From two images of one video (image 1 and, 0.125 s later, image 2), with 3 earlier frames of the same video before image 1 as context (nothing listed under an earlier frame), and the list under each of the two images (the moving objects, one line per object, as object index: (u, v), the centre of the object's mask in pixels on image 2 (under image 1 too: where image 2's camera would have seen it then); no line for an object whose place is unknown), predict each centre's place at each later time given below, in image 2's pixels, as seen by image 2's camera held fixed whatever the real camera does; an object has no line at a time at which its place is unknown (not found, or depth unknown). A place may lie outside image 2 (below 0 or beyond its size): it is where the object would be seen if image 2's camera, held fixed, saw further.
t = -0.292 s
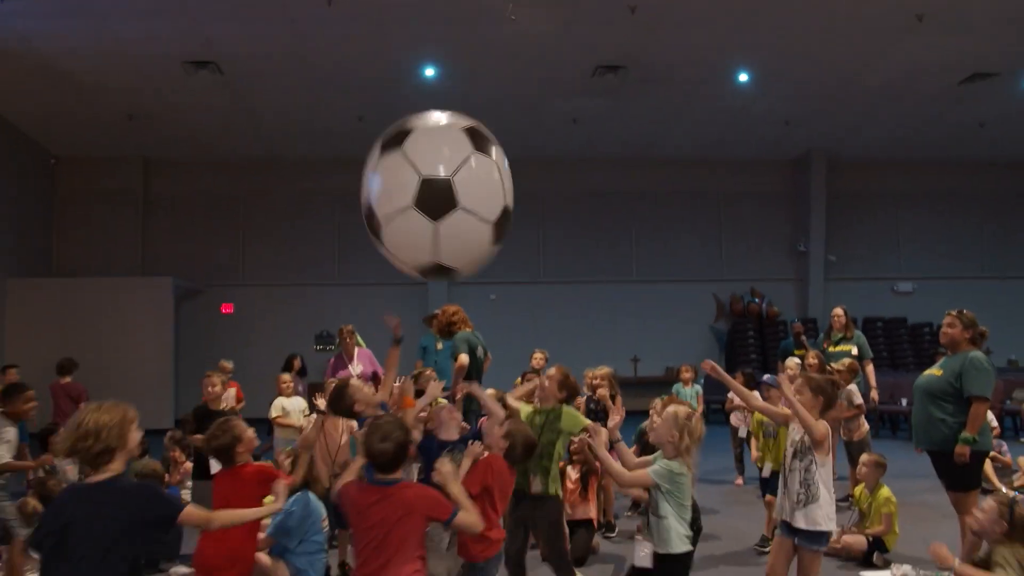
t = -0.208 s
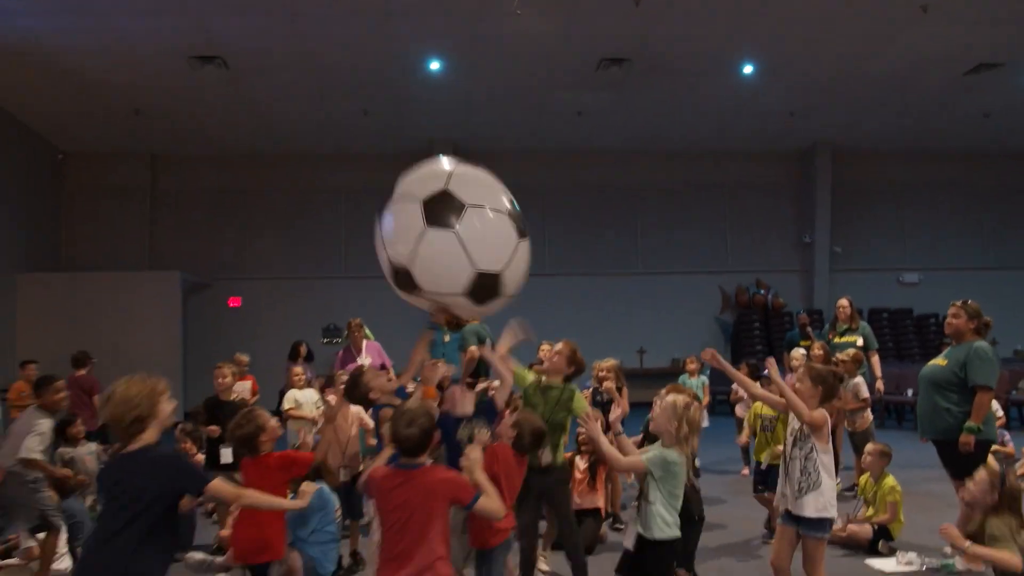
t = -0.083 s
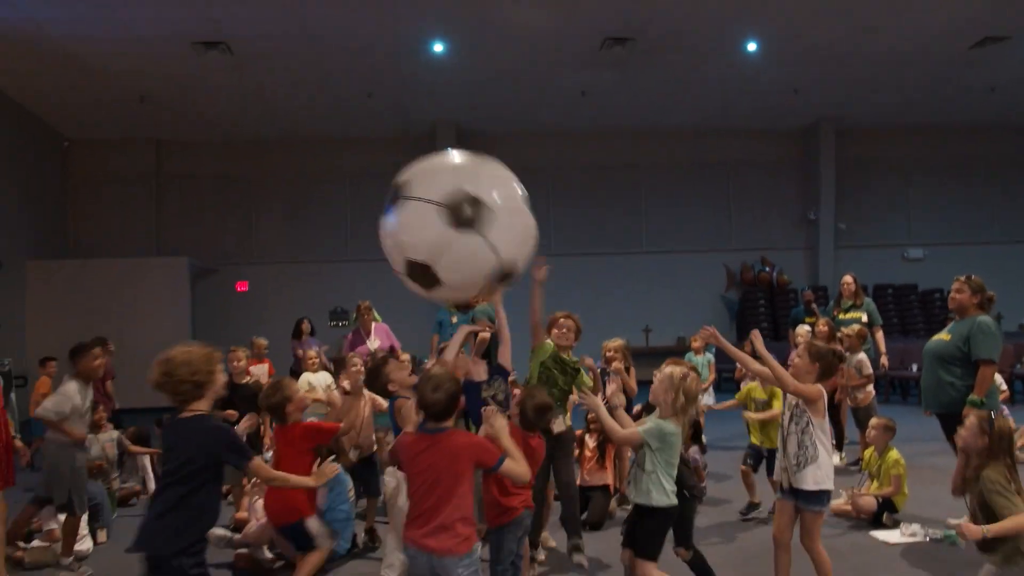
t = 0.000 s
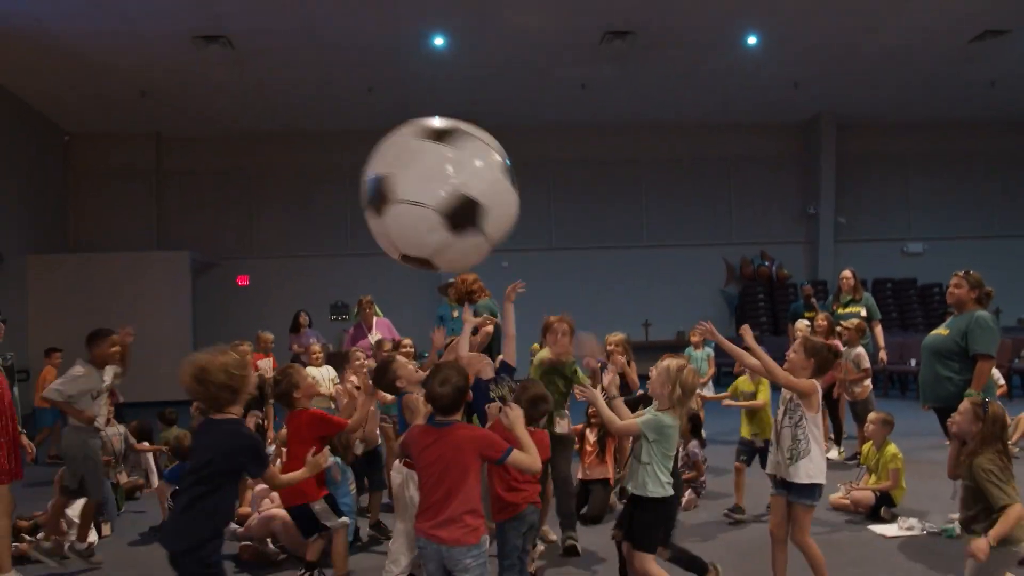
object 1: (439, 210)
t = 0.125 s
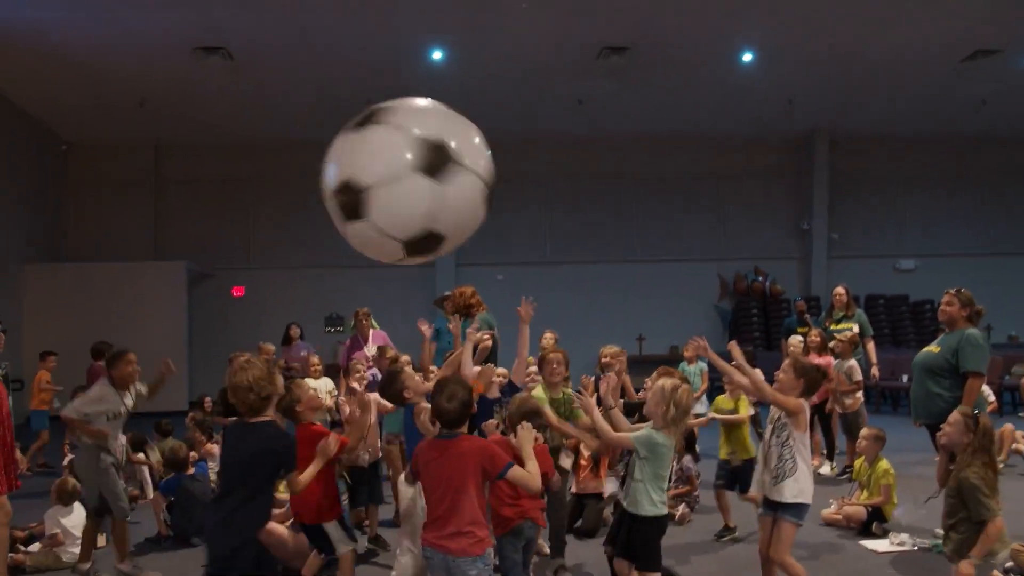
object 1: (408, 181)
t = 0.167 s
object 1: (397, 173)
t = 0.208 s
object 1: (384, 166)
